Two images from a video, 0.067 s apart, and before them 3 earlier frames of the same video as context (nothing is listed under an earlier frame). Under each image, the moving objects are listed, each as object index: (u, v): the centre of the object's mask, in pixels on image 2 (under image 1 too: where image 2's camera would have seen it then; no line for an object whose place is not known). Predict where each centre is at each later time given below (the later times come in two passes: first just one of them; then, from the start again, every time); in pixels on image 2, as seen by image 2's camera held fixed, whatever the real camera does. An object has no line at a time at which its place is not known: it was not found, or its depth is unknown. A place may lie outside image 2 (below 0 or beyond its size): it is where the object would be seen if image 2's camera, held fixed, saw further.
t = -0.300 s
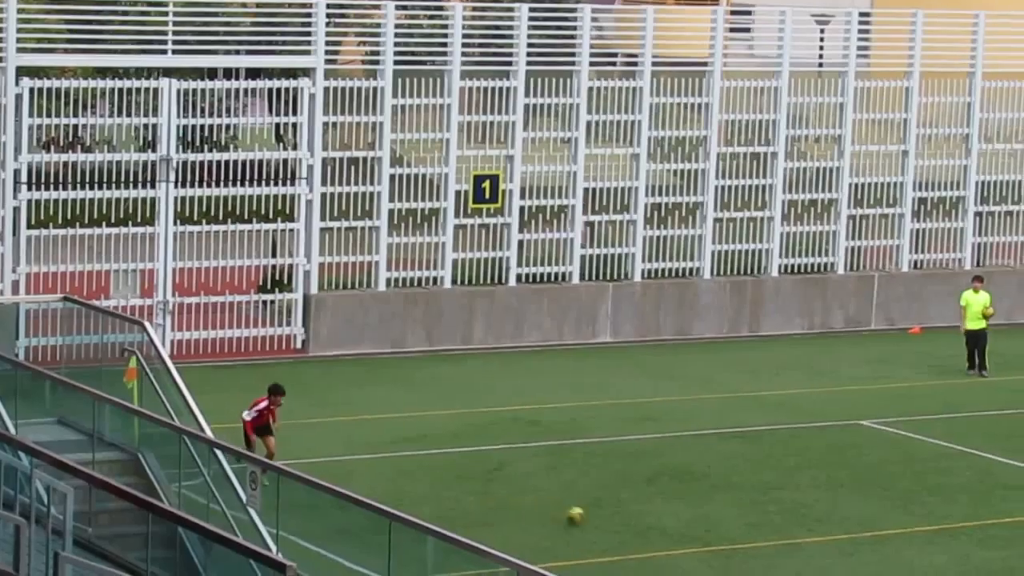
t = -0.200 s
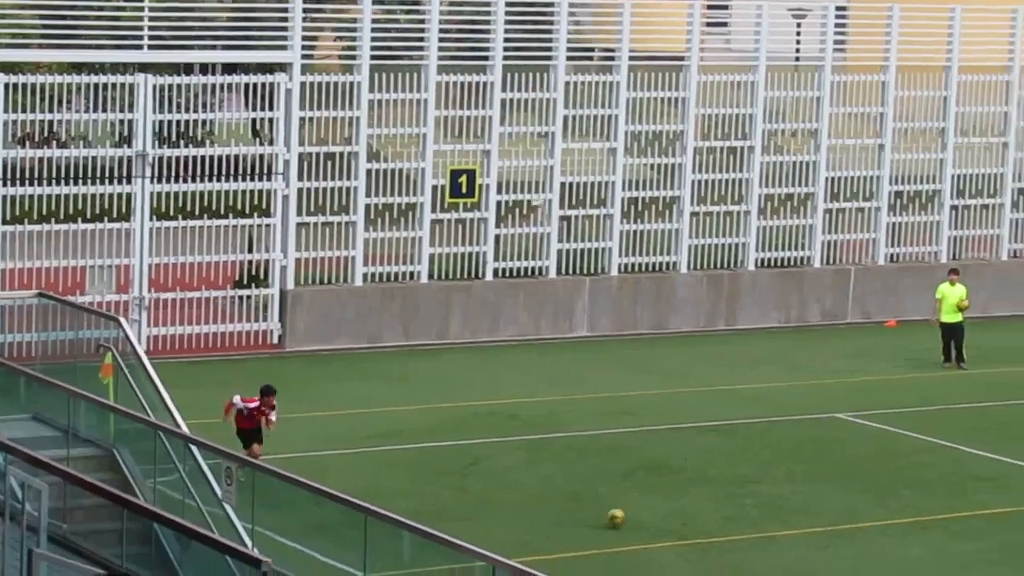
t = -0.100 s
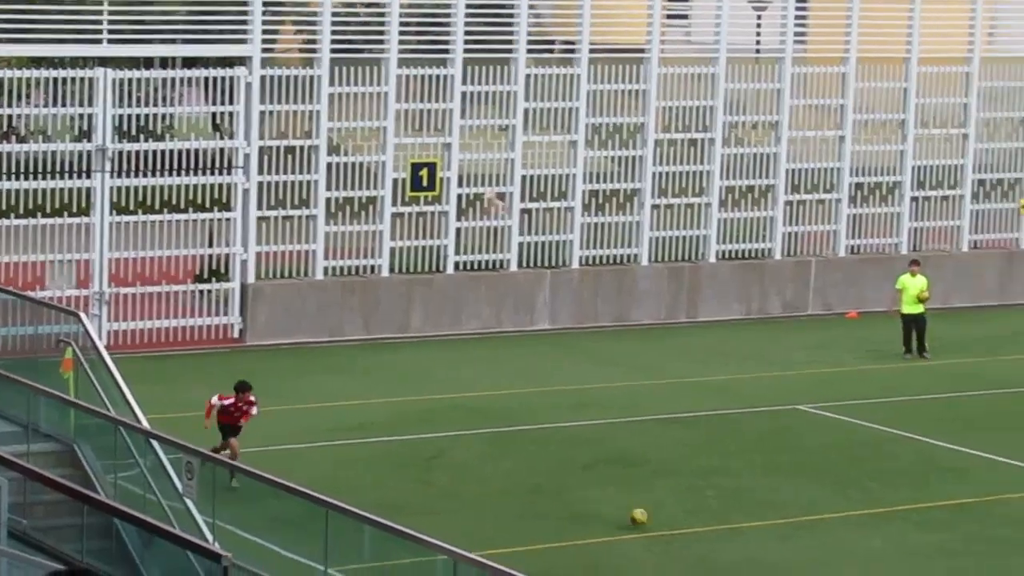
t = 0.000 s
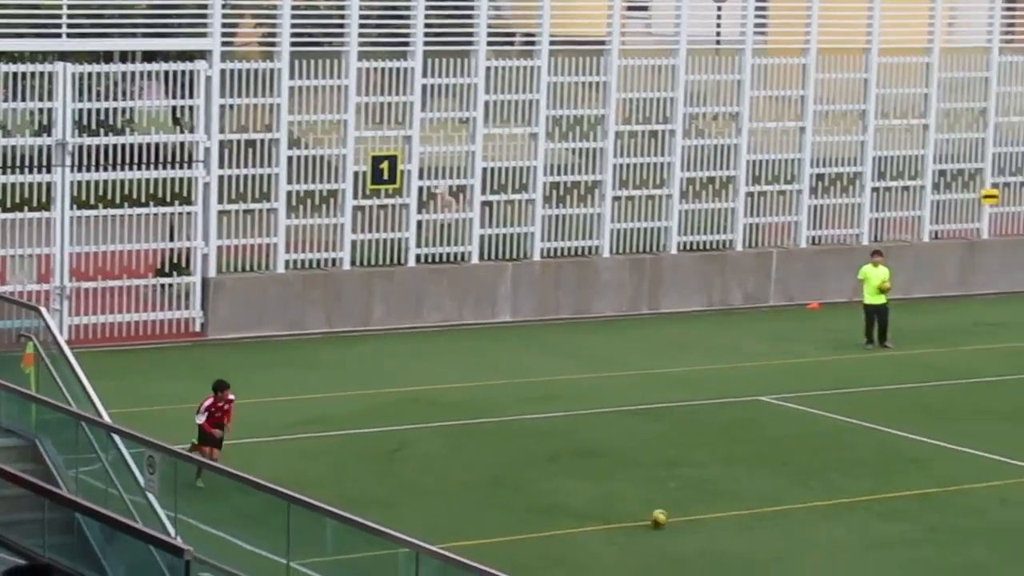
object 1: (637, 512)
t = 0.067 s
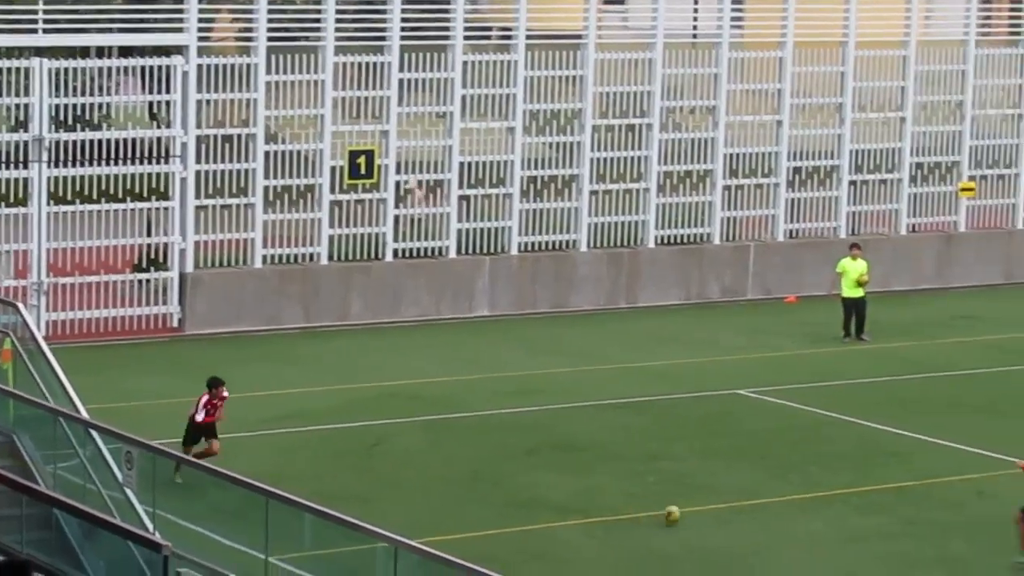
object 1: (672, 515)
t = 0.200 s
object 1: (742, 528)
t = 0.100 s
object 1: (689, 518)
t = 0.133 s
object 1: (707, 521)
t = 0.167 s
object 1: (725, 526)
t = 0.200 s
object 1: (742, 528)
